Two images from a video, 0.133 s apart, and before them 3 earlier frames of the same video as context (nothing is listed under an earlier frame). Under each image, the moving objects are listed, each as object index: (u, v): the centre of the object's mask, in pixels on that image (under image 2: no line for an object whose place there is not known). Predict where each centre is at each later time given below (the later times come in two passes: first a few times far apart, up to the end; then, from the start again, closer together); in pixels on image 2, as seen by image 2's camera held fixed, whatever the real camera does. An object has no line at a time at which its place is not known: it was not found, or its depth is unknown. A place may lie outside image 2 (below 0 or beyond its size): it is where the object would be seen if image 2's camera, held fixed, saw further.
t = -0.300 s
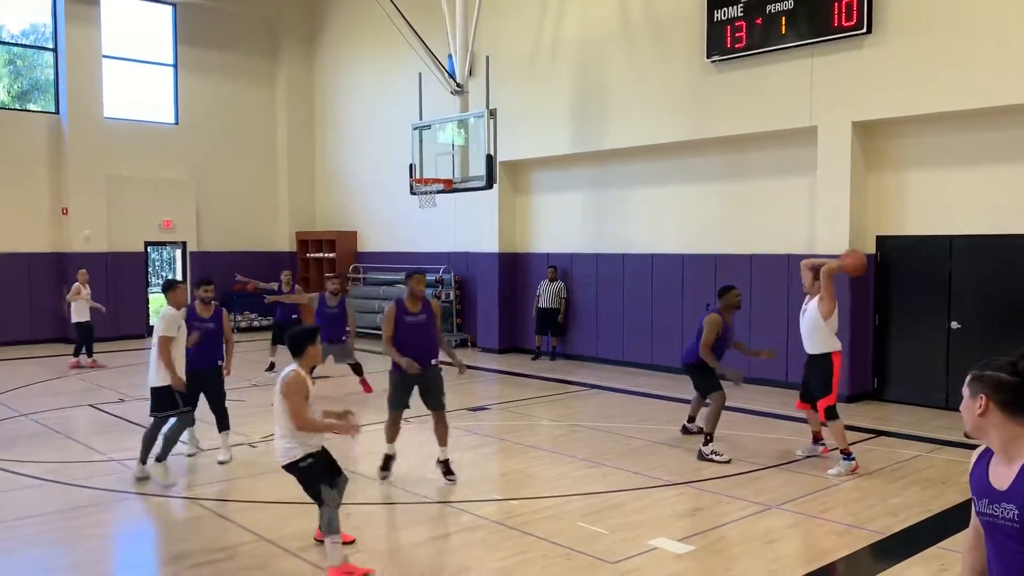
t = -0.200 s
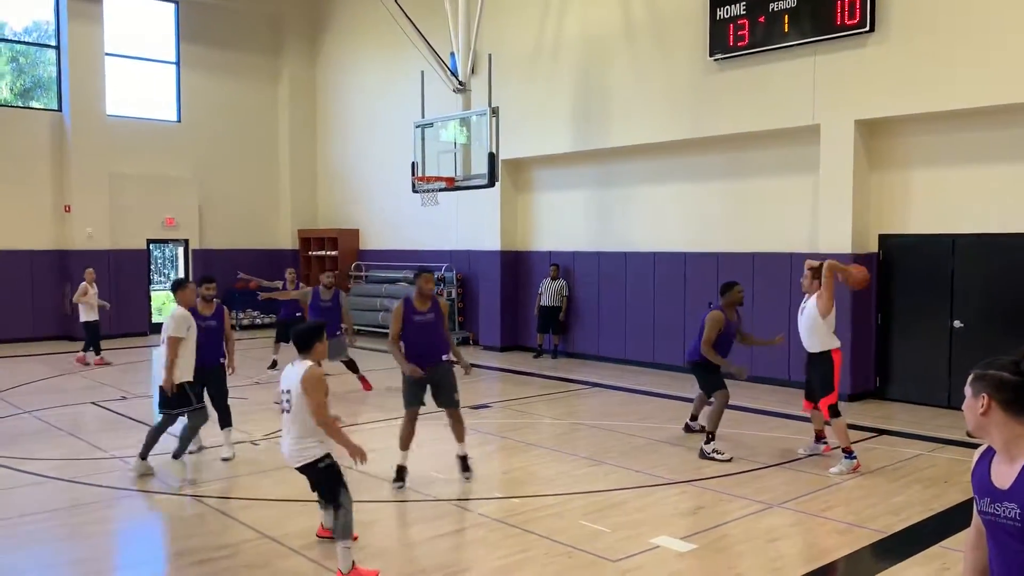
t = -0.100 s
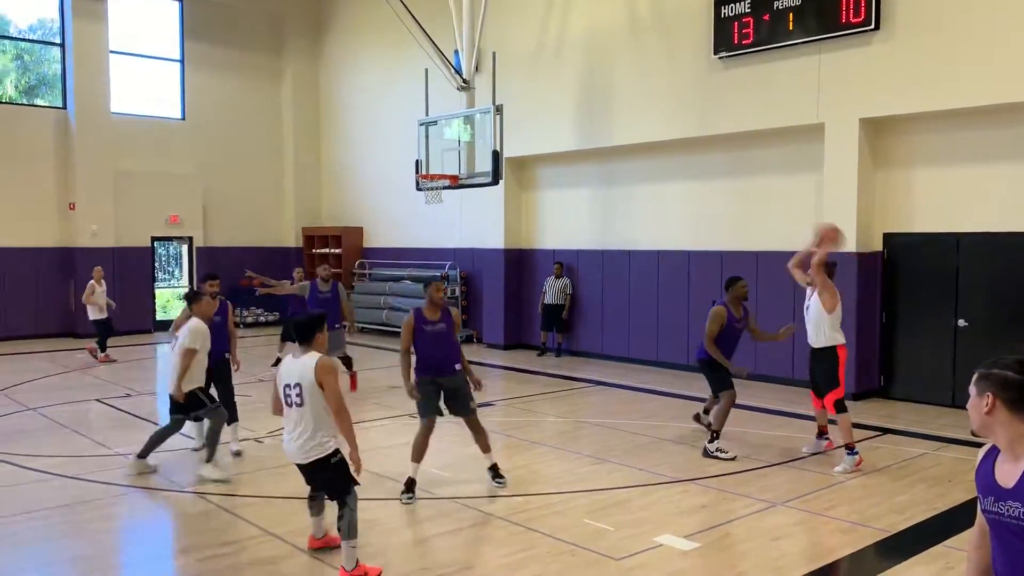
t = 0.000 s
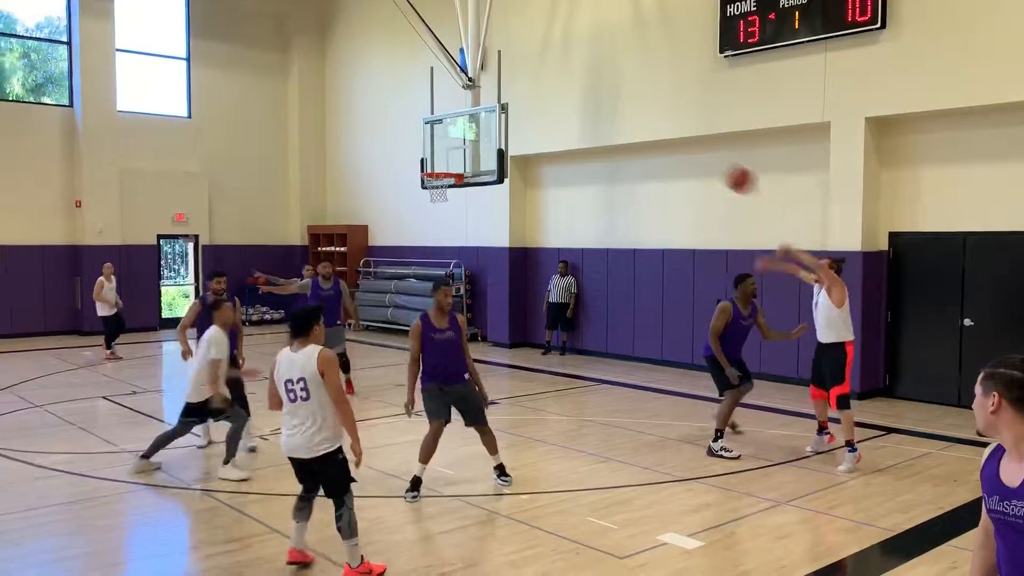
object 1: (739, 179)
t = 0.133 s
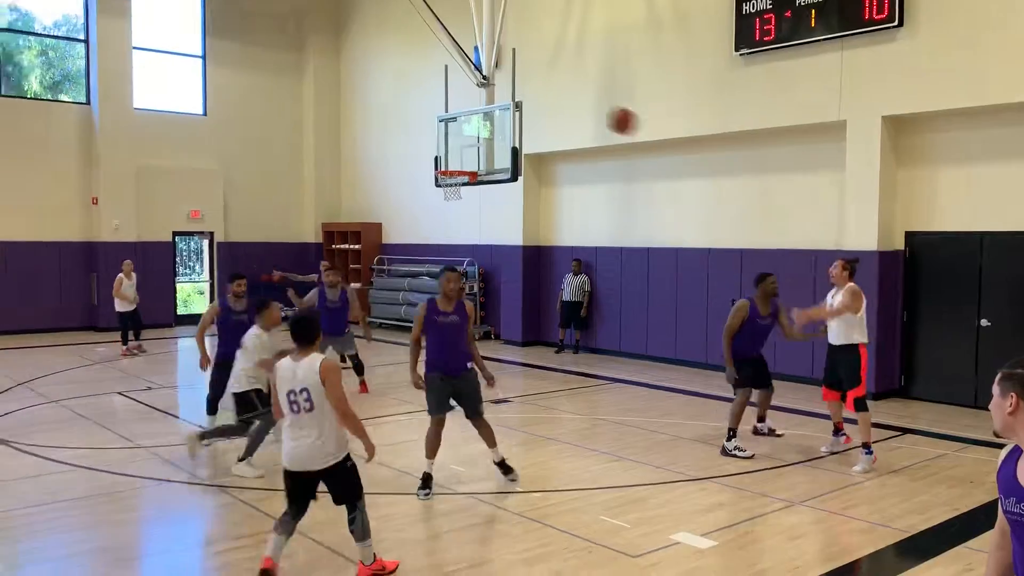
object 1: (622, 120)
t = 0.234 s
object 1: (525, 90)
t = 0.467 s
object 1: (304, 60)
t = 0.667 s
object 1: (120, 78)
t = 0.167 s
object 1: (589, 109)
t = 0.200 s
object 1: (557, 99)
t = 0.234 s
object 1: (525, 90)
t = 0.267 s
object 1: (492, 82)
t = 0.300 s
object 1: (460, 75)
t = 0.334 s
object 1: (429, 70)
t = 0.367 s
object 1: (397, 65)
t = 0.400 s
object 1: (366, 62)
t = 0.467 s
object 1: (304, 60)
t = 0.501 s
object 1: (273, 60)
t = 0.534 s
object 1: (242, 61)
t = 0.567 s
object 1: (212, 63)
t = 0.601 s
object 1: (180, 67)
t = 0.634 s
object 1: (150, 72)
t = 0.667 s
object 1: (120, 78)
